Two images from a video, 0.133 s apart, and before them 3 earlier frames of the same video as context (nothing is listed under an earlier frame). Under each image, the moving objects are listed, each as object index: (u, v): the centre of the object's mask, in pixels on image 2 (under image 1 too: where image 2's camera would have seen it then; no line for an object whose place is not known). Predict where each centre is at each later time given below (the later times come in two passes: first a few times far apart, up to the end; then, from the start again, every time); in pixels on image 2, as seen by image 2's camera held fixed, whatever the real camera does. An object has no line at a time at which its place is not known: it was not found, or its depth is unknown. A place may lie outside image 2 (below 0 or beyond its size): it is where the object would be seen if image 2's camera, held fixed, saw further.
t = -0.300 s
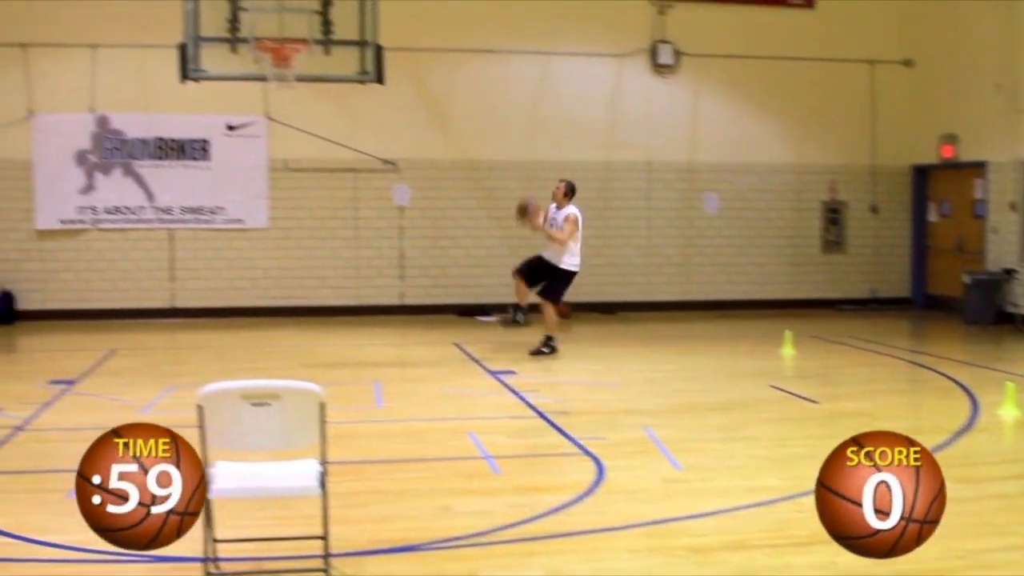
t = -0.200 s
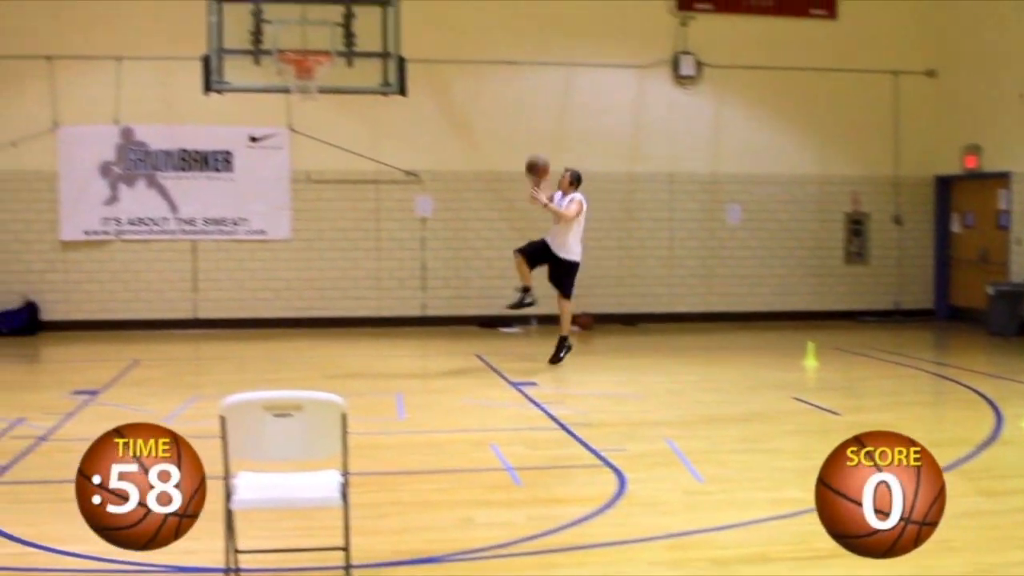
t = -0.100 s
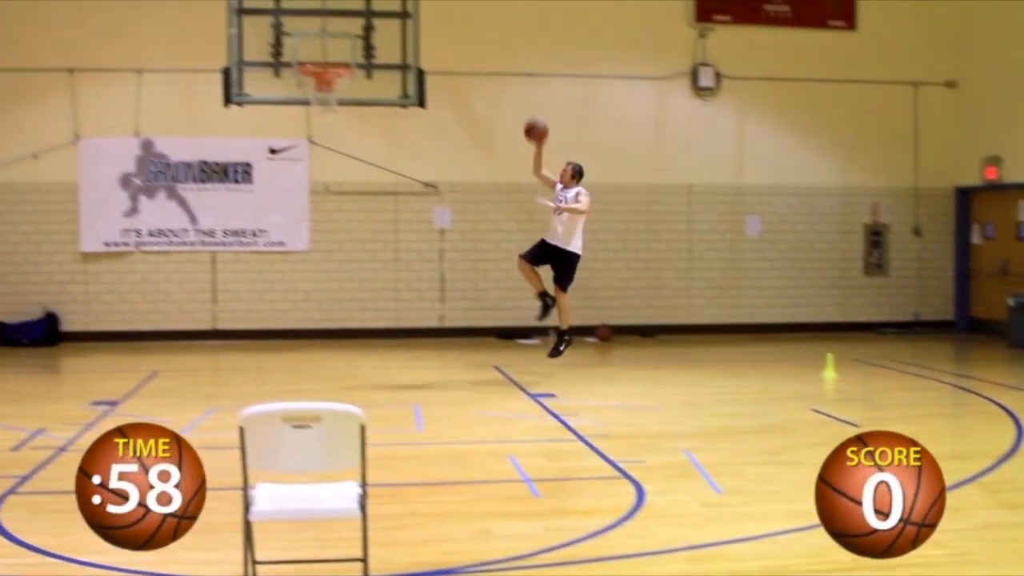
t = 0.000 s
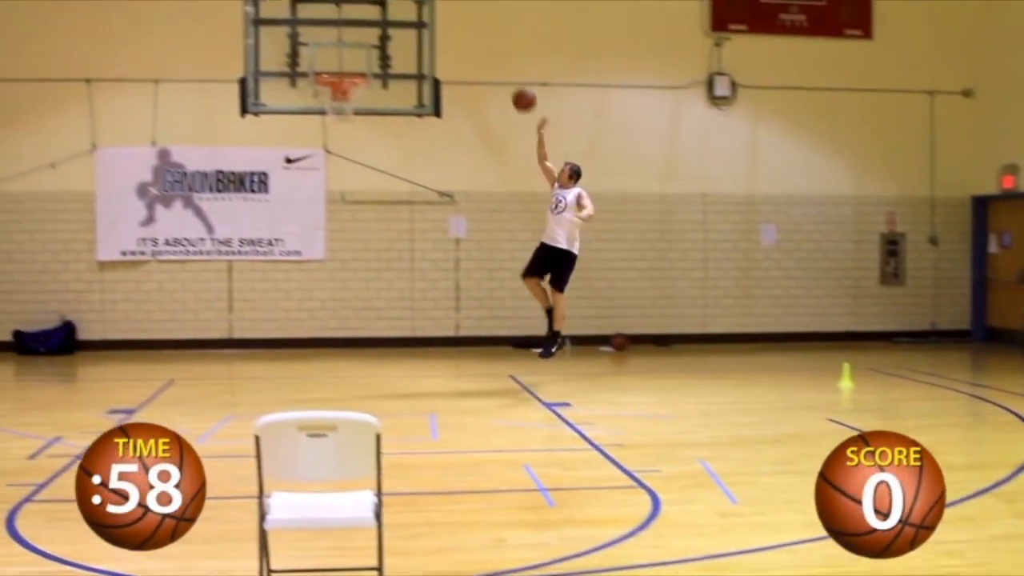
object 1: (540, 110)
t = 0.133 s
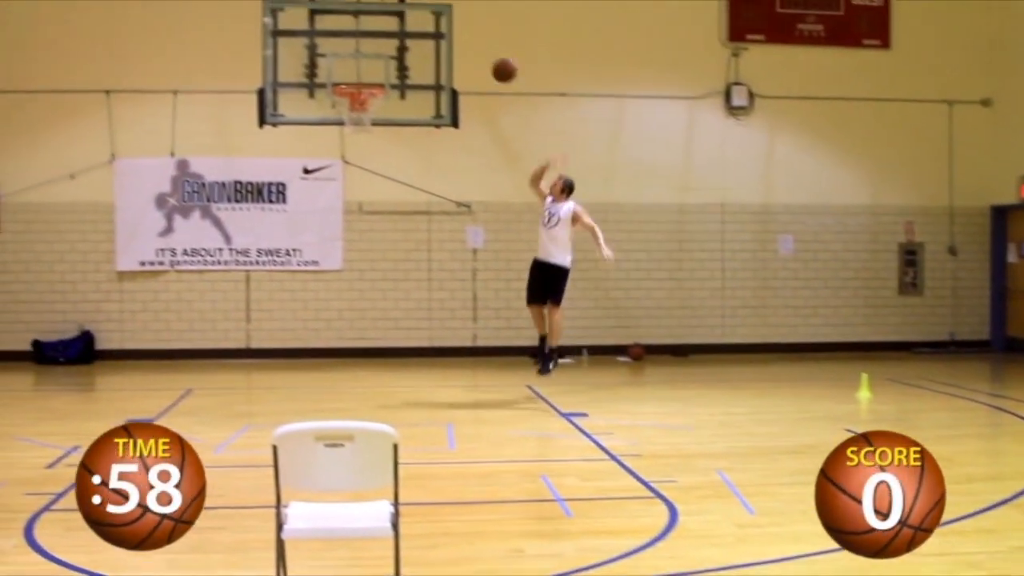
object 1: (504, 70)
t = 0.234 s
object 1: (477, 52)
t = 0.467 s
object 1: (411, 49)
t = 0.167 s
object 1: (495, 63)
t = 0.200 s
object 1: (486, 57)
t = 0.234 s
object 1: (477, 52)
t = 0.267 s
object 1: (468, 48)
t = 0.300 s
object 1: (458, 45)
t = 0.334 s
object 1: (449, 43)
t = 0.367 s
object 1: (439, 44)
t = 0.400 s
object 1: (431, 44)
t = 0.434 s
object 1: (420, 47)
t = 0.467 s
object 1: (411, 49)
